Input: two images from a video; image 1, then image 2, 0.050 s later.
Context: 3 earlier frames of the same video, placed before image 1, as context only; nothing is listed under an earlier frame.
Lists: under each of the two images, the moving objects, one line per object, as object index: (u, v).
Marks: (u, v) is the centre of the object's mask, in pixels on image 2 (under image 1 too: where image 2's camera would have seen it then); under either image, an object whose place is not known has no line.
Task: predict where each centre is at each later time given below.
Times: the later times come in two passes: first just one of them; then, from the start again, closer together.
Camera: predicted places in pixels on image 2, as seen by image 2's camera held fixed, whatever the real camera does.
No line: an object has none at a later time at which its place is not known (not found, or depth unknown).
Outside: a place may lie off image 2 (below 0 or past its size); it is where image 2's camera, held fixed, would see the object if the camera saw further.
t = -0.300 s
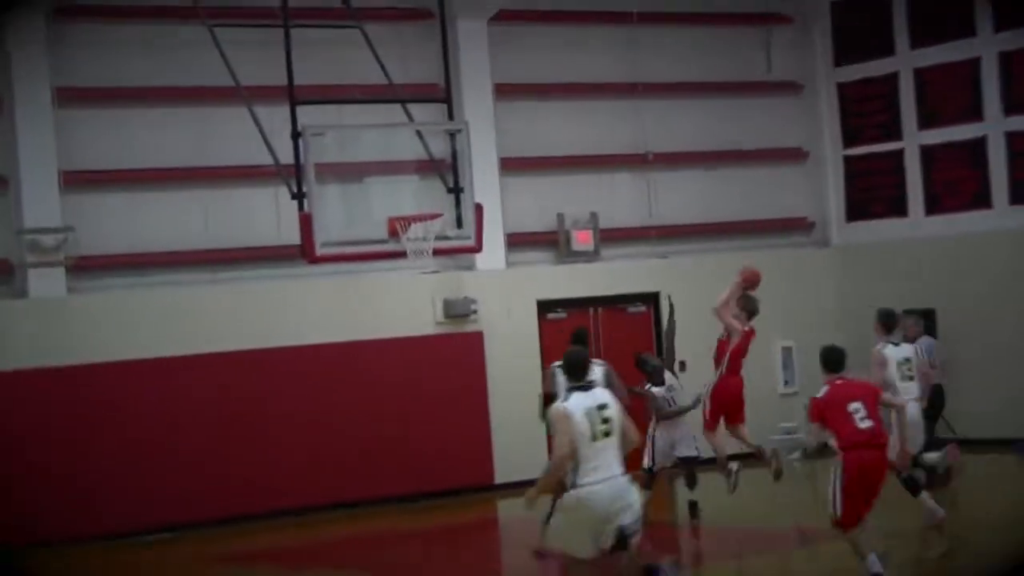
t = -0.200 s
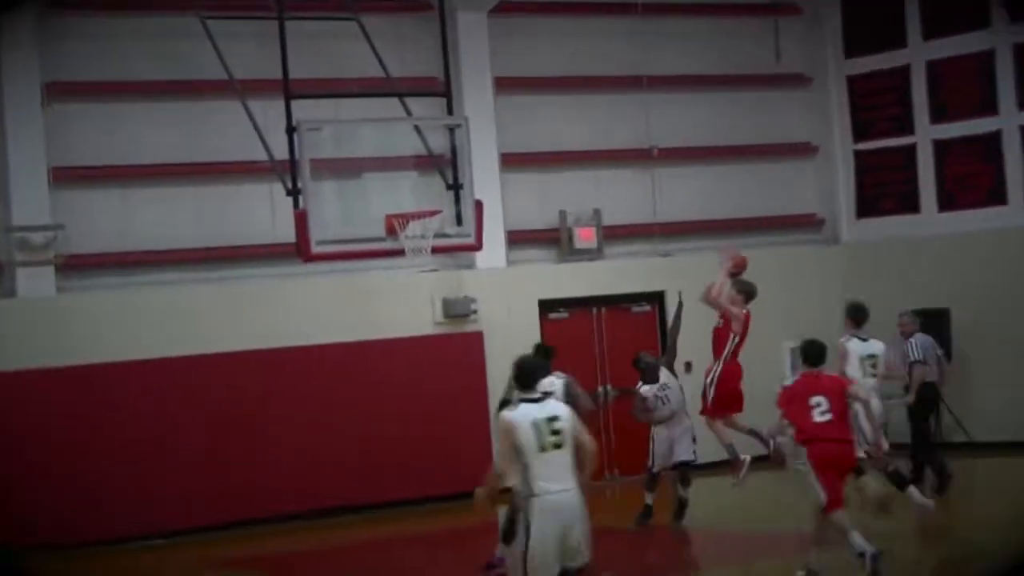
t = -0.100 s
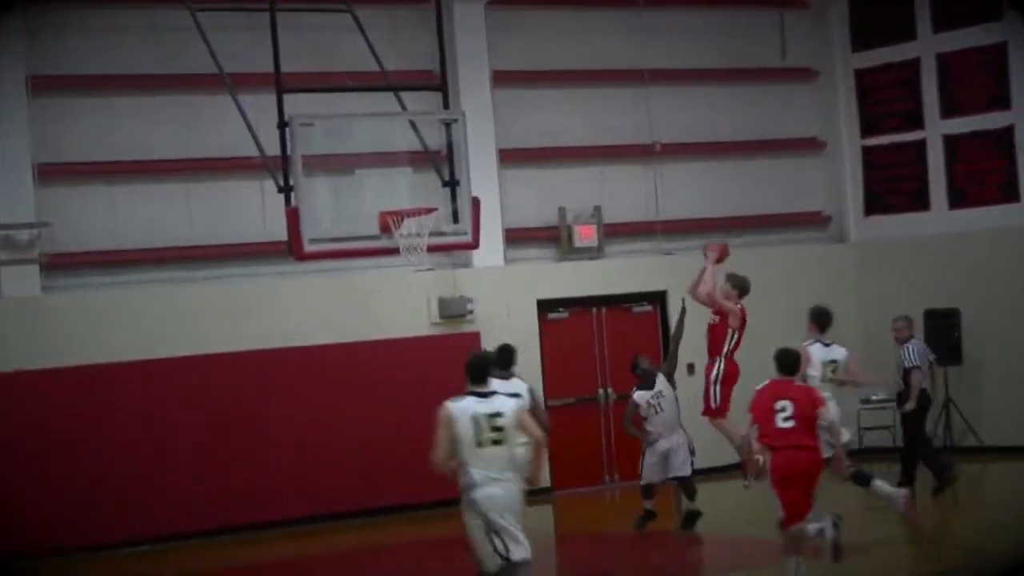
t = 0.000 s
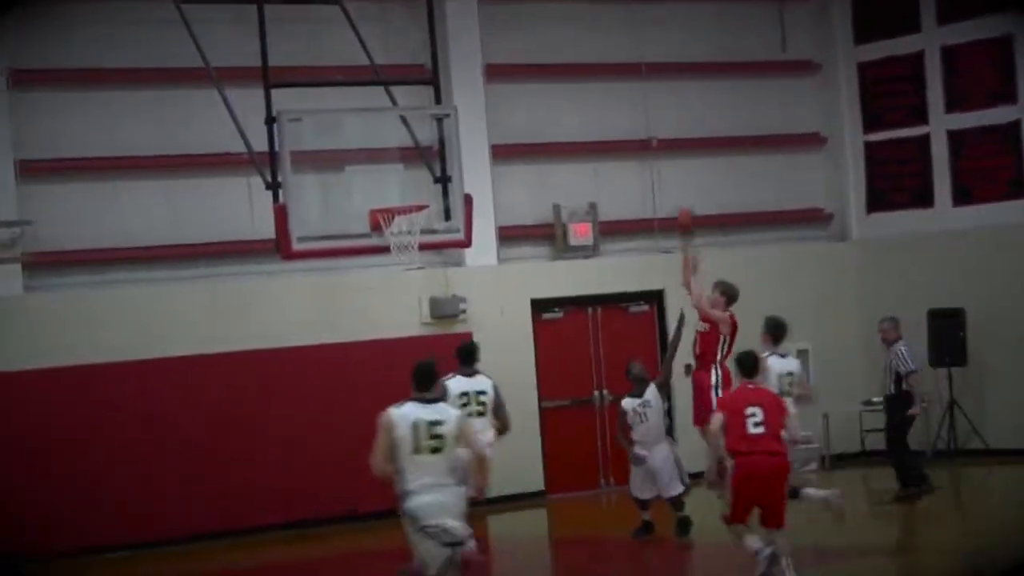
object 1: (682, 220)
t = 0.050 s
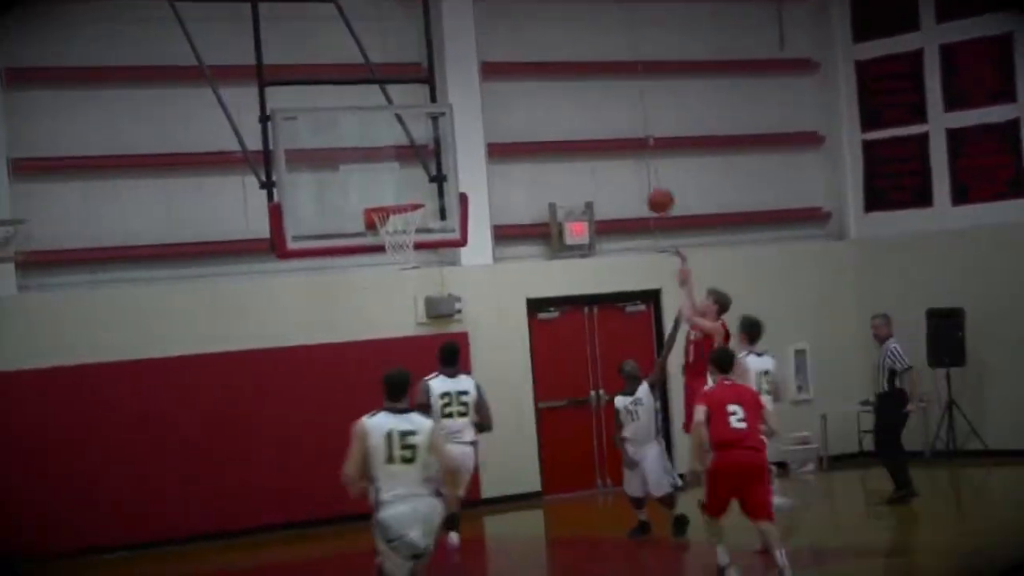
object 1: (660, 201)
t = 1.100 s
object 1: (420, 257)
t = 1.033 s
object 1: (410, 244)
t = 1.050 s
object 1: (415, 254)
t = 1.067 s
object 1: (417, 255)
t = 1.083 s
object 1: (419, 256)
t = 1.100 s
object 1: (420, 257)
